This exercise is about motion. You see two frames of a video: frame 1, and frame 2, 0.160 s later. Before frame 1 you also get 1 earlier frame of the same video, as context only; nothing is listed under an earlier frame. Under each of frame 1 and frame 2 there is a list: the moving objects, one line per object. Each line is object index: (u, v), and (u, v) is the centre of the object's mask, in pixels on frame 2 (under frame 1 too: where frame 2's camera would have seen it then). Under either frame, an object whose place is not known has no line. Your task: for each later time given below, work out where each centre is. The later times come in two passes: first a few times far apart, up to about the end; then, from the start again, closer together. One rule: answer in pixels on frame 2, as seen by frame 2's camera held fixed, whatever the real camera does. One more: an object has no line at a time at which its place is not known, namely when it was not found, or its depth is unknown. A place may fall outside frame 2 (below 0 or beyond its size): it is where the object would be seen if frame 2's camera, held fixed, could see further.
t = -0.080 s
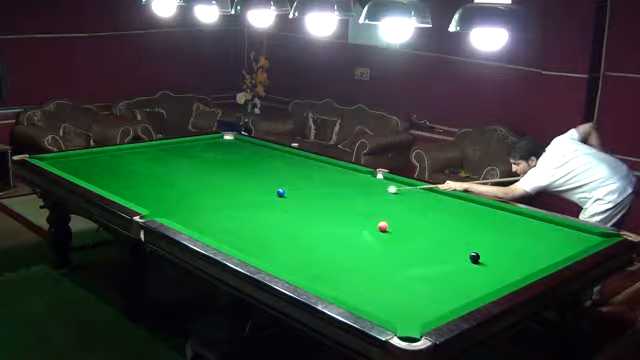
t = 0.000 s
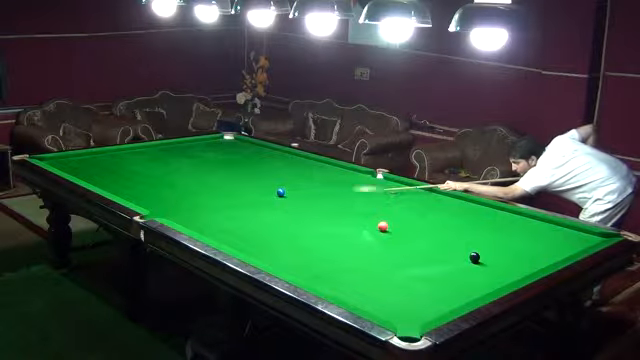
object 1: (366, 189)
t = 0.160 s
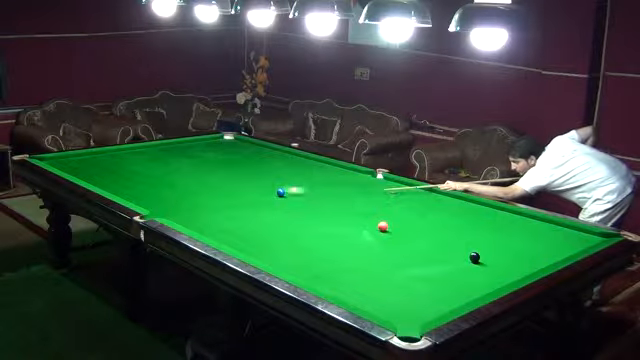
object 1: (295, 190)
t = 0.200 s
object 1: (283, 189)
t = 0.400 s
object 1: (252, 182)
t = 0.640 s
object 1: (217, 176)
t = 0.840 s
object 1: (188, 169)
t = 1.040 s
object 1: (164, 164)
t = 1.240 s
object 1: (140, 159)
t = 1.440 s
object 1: (117, 155)
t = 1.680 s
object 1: (101, 153)
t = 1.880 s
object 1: (107, 155)
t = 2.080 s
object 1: (114, 159)
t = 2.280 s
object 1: (120, 162)
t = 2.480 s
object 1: (126, 165)
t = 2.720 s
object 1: (133, 169)
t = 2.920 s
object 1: (139, 172)
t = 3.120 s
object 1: (145, 175)
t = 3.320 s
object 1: (150, 178)
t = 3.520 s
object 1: (156, 181)
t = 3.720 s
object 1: (161, 183)
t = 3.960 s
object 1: (167, 186)
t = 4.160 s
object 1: (172, 188)
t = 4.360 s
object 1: (176, 191)
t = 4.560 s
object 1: (181, 193)
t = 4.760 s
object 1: (184, 195)
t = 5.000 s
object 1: (190, 197)
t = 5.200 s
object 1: (193, 198)
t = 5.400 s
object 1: (196, 200)
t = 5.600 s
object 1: (198, 201)
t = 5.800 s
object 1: (202, 202)
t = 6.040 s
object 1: (204, 203)
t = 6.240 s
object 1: (206, 204)
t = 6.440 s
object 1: (206, 204)
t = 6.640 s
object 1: (207, 205)
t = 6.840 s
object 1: (207, 205)
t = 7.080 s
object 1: (207, 205)
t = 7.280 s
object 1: (207, 205)
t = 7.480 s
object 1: (207, 205)
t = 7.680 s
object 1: (207, 205)
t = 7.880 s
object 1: (207, 205)
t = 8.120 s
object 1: (207, 205)
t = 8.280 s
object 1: (207, 205)
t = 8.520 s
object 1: (207, 205)
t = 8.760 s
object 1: (207, 205)
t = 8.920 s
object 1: (207, 205)
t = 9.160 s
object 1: (207, 205)
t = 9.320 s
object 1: (207, 205)
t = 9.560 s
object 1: (207, 205)
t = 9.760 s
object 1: (207, 205)
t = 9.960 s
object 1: (207, 205)
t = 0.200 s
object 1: (283, 189)
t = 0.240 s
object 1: (277, 187)
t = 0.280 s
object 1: (271, 186)
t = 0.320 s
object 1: (265, 185)
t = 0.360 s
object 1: (259, 183)
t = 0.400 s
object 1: (252, 182)
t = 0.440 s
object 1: (246, 181)
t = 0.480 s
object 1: (240, 180)
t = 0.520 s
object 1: (234, 179)
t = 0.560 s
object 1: (229, 178)
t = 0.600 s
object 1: (223, 176)
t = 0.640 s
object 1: (217, 176)
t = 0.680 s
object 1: (211, 174)
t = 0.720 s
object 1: (206, 173)
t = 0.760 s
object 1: (200, 172)
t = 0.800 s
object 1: (194, 170)
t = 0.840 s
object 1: (188, 169)
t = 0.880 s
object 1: (184, 168)
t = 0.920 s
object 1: (179, 167)
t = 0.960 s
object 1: (173, 166)
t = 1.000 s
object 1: (168, 165)
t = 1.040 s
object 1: (164, 164)
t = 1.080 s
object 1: (158, 163)
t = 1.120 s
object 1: (154, 163)
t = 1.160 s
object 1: (149, 161)
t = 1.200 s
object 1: (144, 160)
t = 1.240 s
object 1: (140, 159)
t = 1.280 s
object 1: (135, 159)
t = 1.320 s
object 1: (131, 158)
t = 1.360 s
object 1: (127, 157)
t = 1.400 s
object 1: (122, 156)
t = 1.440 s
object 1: (117, 155)
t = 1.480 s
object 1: (113, 154)
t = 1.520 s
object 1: (109, 153)
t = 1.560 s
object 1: (105, 152)
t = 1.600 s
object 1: (100, 152)
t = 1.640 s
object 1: (100, 152)
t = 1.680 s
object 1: (101, 153)
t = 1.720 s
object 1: (103, 153)
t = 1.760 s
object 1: (104, 154)
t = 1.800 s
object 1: (105, 155)
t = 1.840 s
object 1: (107, 155)
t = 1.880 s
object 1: (107, 155)
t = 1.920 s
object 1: (109, 156)
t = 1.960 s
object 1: (110, 157)
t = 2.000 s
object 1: (111, 157)
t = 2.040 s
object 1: (113, 158)
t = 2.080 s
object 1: (114, 159)
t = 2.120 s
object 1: (116, 159)
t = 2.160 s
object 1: (116, 160)
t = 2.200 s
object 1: (118, 161)
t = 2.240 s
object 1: (119, 161)
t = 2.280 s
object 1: (120, 162)
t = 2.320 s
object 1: (121, 163)
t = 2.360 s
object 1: (123, 163)
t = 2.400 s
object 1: (124, 164)
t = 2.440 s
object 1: (124, 165)
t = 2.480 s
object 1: (126, 165)
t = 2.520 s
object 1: (126, 165)
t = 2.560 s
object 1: (128, 166)
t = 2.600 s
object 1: (130, 167)
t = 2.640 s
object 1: (131, 168)
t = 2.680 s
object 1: (132, 169)
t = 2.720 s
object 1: (133, 169)
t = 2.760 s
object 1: (135, 170)
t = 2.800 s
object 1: (135, 170)
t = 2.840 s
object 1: (137, 171)
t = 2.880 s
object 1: (138, 171)
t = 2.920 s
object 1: (139, 172)
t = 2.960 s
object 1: (140, 172)
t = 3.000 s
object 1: (141, 173)
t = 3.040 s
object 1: (143, 173)
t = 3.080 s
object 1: (144, 174)
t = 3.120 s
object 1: (145, 175)
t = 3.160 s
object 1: (146, 176)
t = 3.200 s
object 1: (147, 176)
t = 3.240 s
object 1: (148, 176)
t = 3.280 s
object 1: (149, 177)
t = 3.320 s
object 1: (150, 178)
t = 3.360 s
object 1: (151, 178)
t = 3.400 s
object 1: (153, 179)
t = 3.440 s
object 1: (153, 179)
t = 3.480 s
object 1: (155, 180)
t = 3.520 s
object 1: (156, 181)
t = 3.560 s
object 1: (157, 181)
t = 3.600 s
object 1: (158, 182)
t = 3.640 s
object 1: (159, 182)
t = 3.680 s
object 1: (160, 183)
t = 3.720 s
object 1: (161, 183)
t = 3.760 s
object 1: (162, 183)
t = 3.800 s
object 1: (163, 184)
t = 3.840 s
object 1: (164, 185)
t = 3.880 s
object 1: (165, 185)
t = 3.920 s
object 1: (166, 185)
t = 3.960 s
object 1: (167, 186)
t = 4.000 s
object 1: (168, 186)
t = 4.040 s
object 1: (169, 187)
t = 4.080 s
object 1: (171, 188)
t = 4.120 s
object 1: (171, 188)
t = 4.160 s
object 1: (172, 188)
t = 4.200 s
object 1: (173, 189)
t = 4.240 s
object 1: (173, 189)
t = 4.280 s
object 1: (173, 189)
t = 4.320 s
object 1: (175, 190)
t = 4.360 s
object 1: (176, 191)
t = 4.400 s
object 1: (176, 191)
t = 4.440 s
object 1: (178, 191)
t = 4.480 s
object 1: (179, 192)
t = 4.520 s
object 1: (179, 192)
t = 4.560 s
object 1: (181, 193)
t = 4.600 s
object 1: (182, 193)
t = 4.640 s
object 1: (182, 194)
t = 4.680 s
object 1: (182, 194)
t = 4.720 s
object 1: (184, 194)
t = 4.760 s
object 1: (184, 195)
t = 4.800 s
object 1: (186, 195)
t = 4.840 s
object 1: (186, 196)
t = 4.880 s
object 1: (186, 196)
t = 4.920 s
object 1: (187, 196)
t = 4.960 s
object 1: (187, 196)
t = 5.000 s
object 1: (190, 197)
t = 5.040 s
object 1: (190, 197)
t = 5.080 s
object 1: (191, 198)
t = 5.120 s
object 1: (191, 198)
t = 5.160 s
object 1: (191, 198)
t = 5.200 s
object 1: (193, 198)
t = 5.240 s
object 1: (193, 199)
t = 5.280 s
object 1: (194, 199)
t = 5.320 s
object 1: (194, 199)
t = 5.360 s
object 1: (195, 200)
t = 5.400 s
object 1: (196, 200)
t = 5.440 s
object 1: (196, 200)
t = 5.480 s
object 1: (197, 201)
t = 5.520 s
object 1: (197, 201)
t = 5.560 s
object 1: (198, 201)
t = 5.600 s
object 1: (198, 201)
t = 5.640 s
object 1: (199, 201)
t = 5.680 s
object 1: (200, 202)
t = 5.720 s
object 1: (200, 202)
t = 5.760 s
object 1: (200, 202)
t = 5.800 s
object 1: (202, 202)
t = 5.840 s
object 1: (202, 202)
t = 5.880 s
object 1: (202, 202)
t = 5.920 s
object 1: (203, 202)
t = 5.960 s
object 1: (203, 203)
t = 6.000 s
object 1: (203, 203)
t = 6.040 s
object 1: (204, 203)
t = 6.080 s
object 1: (204, 203)
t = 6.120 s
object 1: (205, 204)
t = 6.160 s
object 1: (205, 204)
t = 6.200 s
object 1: (205, 204)
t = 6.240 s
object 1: (206, 204)
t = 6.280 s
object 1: (206, 204)
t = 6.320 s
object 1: (206, 204)
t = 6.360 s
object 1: (206, 204)
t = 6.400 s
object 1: (206, 204)
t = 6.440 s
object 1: (206, 204)
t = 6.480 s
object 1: (207, 205)
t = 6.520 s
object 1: (207, 205)
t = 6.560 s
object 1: (207, 205)
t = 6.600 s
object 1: (207, 205)
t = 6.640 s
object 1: (207, 205)
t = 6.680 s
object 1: (207, 205)
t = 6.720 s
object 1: (207, 205)
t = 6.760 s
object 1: (207, 205)
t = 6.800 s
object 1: (207, 205)
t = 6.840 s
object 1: (207, 205)
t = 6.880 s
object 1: (207, 205)
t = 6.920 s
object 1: (207, 205)
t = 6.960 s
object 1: (207, 205)
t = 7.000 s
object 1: (207, 205)
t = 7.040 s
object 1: (207, 205)
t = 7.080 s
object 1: (207, 205)
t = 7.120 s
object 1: (207, 205)
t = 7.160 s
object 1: (207, 205)
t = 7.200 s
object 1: (207, 205)
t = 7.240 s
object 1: (207, 205)
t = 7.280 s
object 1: (207, 205)
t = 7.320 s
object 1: (207, 205)
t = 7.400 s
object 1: (207, 205)
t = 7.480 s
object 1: (207, 205)
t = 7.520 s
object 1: (207, 205)
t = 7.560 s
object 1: (207, 205)
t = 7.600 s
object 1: (207, 205)
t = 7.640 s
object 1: (207, 205)
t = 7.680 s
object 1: (207, 205)
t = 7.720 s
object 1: (207, 205)
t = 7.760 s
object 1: (207, 205)
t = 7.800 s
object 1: (207, 205)
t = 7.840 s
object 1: (207, 205)
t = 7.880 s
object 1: (207, 205)
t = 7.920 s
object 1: (207, 205)
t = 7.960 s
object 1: (207, 205)
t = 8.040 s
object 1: (207, 205)
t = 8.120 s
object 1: (207, 205)
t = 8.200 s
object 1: (207, 205)
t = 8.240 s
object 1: (207, 205)
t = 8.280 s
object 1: (207, 205)
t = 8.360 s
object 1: (207, 205)
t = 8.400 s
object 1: (207, 205)
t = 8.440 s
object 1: (207, 205)
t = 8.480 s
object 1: (207, 205)
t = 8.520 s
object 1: (207, 205)
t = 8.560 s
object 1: (207, 205)
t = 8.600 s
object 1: (207, 205)
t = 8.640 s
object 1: (207, 205)
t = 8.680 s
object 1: (207, 205)
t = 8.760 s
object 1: (207, 205)
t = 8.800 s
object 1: (207, 205)
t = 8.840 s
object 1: (207, 205)
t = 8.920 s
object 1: (207, 205)
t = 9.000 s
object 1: (207, 205)
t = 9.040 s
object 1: (207, 205)
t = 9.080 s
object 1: (207, 205)
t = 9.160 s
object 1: (207, 205)
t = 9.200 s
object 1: (207, 205)
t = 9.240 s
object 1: (207, 205)
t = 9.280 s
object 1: (207, 205)
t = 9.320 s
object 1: (207, 205)
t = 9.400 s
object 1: (207, 205)
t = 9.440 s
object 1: (207, 205)
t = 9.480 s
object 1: (207, 205)
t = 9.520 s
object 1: (207, 205)
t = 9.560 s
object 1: (207, 205)
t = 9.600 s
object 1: (207, 205)
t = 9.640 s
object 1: (207, 205)
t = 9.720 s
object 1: (207, 205)
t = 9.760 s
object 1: (207, 205)
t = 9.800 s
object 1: (207, 205)
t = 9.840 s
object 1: (207, 205)
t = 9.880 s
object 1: (207, 205)
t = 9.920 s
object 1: (207, 205)
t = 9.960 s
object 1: (207, 205)
